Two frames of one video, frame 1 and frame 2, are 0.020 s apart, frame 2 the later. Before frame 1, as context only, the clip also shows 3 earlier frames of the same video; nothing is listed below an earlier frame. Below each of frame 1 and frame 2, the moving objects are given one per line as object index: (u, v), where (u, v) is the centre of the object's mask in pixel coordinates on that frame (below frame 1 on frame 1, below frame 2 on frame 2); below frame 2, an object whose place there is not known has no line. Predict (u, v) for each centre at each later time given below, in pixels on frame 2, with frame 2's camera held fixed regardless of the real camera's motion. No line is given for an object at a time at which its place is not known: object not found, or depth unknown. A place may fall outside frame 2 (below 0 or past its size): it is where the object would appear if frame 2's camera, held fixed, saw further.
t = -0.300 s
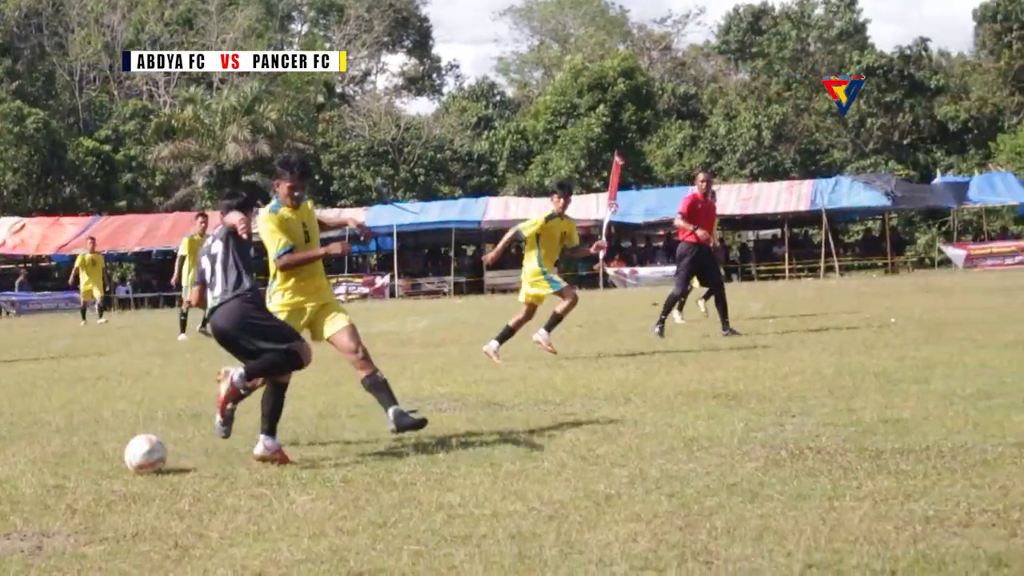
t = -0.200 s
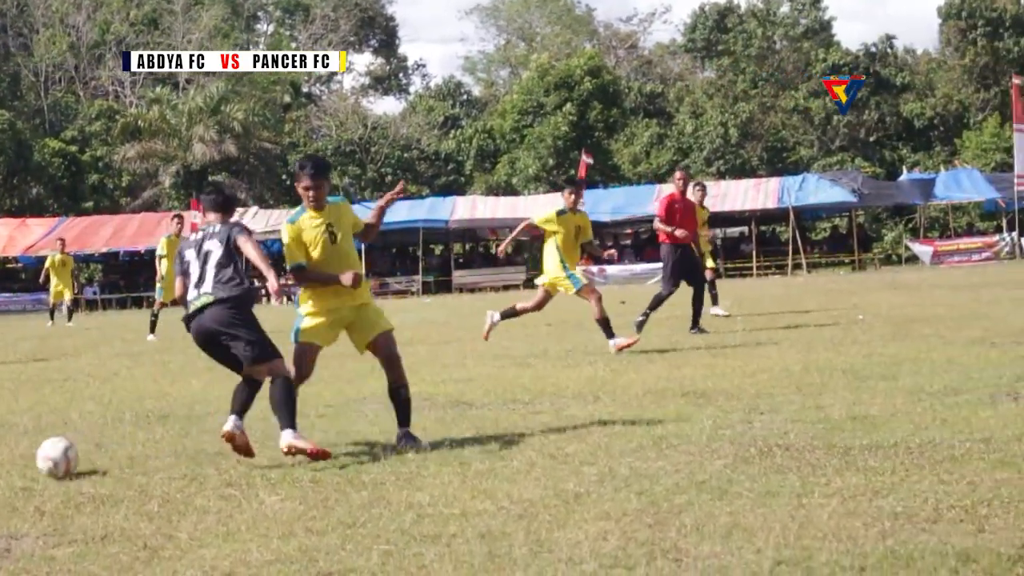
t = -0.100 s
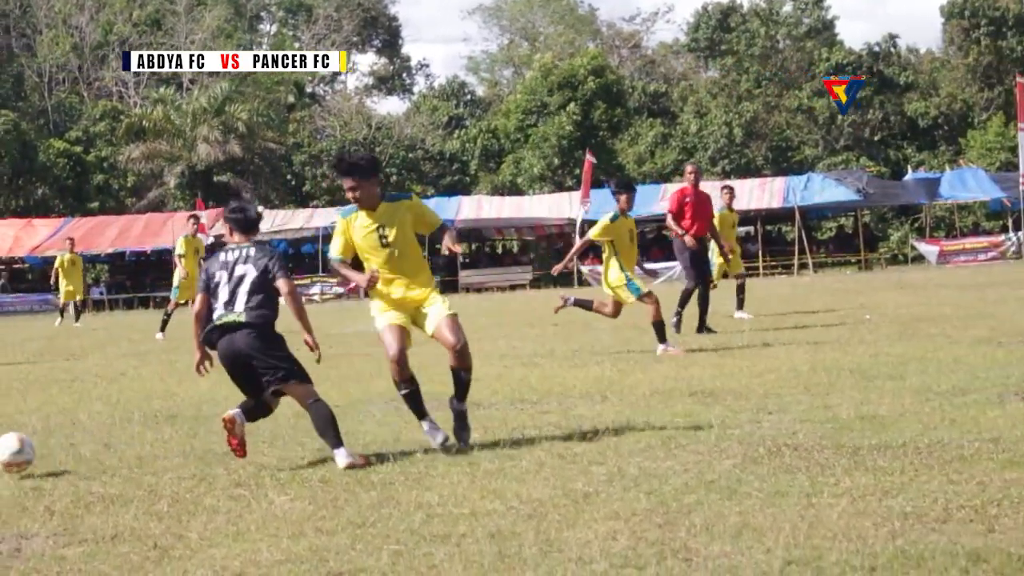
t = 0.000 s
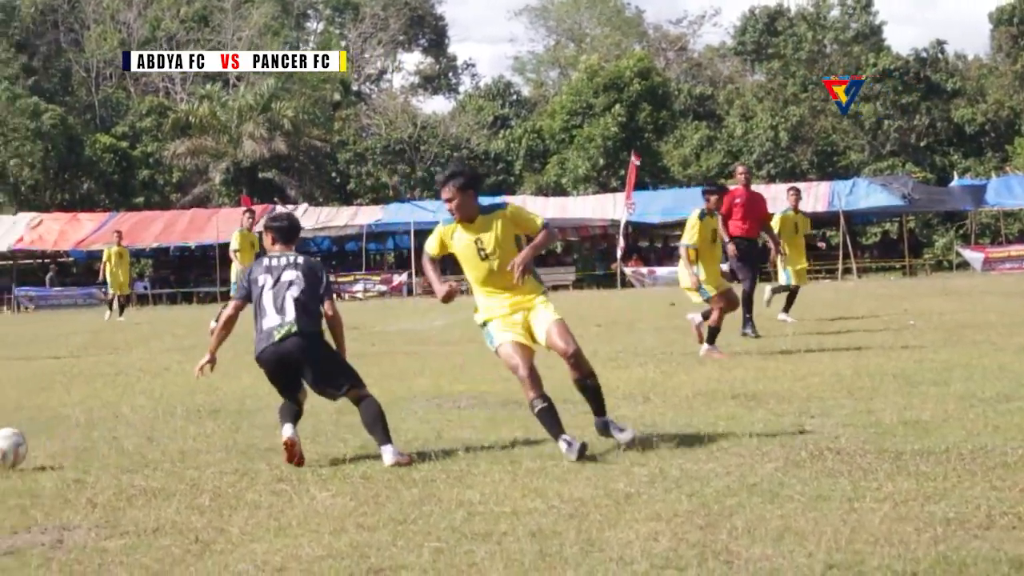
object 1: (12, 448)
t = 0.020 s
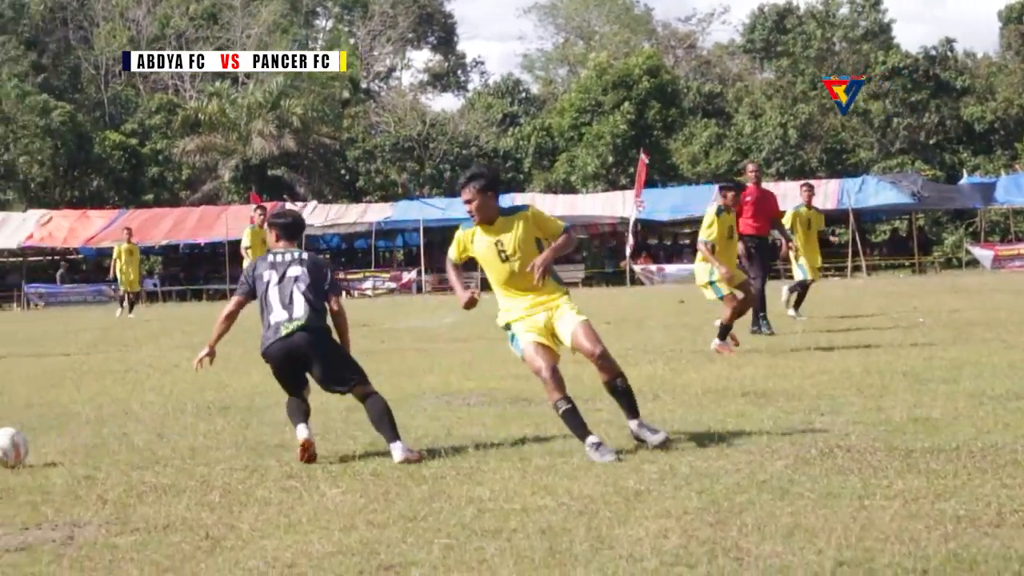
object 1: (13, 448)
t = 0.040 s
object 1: (3, 450)
